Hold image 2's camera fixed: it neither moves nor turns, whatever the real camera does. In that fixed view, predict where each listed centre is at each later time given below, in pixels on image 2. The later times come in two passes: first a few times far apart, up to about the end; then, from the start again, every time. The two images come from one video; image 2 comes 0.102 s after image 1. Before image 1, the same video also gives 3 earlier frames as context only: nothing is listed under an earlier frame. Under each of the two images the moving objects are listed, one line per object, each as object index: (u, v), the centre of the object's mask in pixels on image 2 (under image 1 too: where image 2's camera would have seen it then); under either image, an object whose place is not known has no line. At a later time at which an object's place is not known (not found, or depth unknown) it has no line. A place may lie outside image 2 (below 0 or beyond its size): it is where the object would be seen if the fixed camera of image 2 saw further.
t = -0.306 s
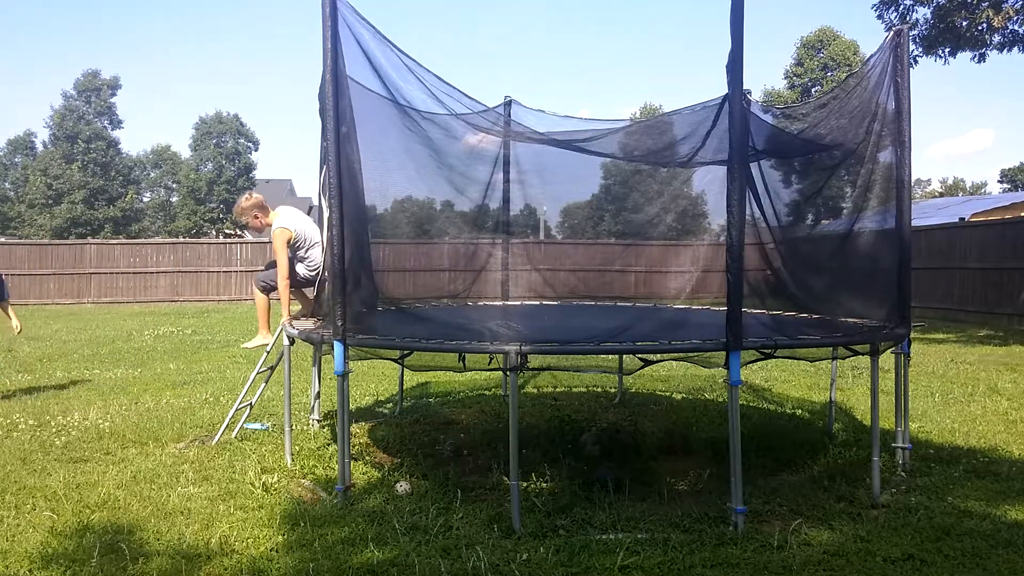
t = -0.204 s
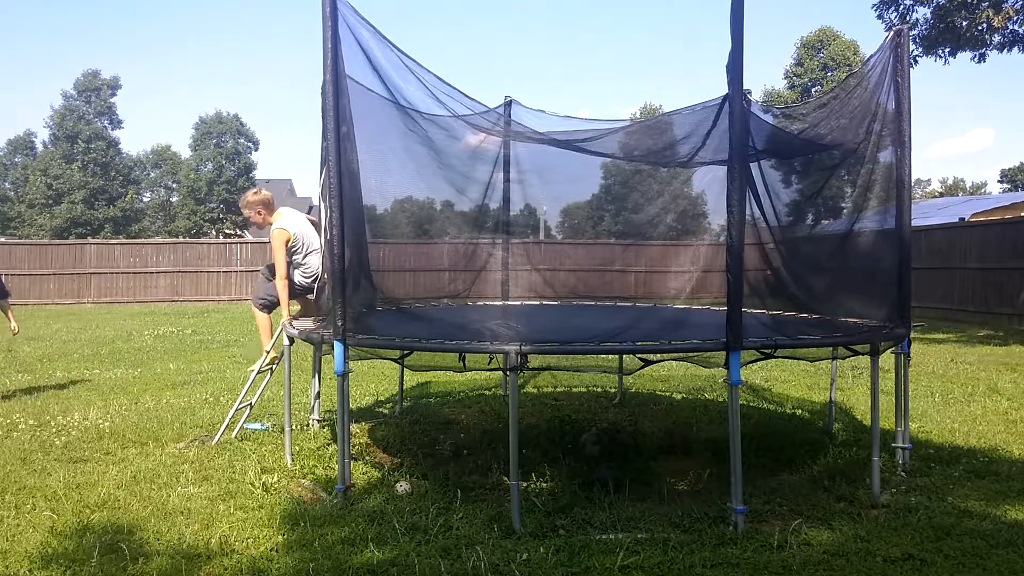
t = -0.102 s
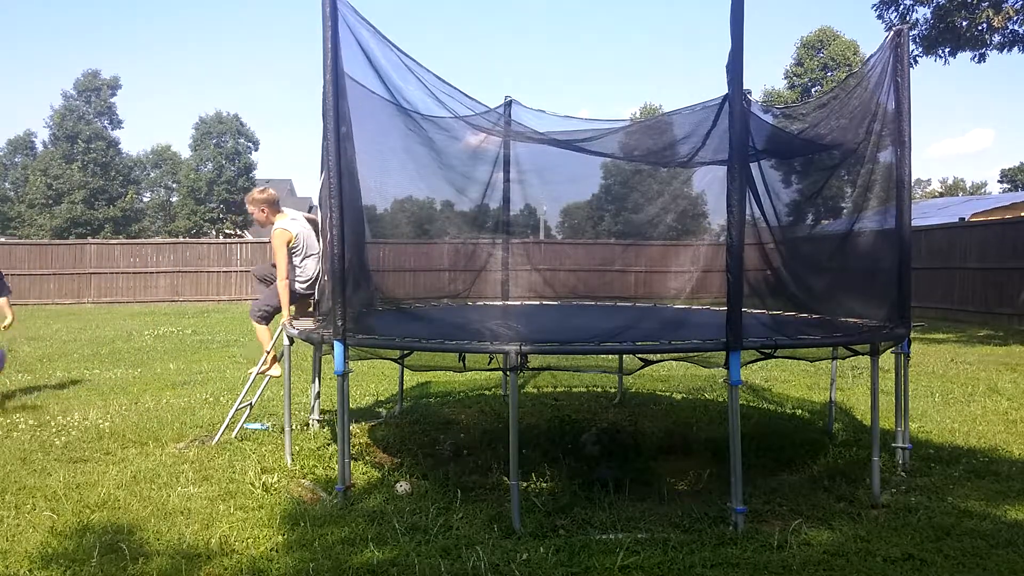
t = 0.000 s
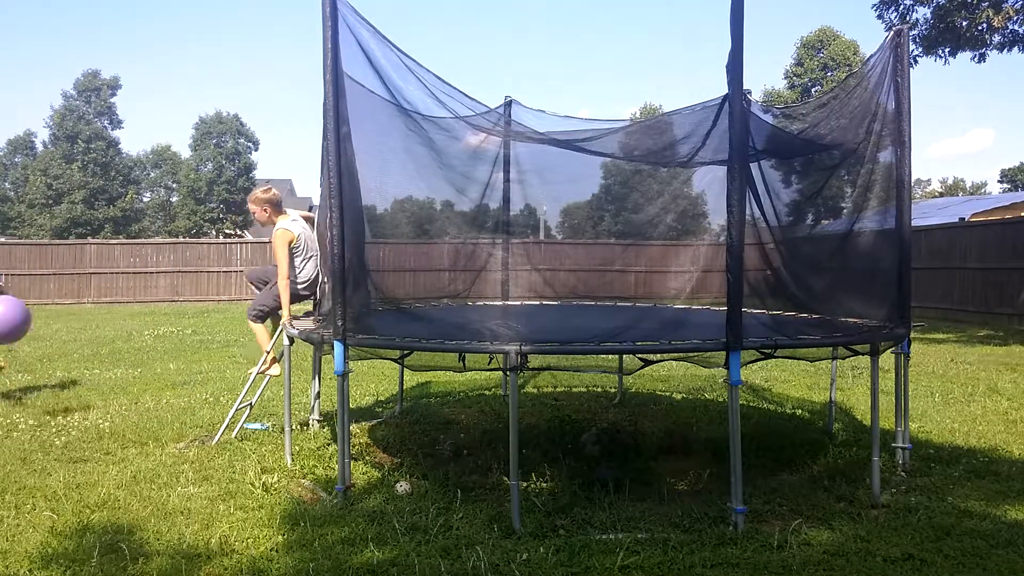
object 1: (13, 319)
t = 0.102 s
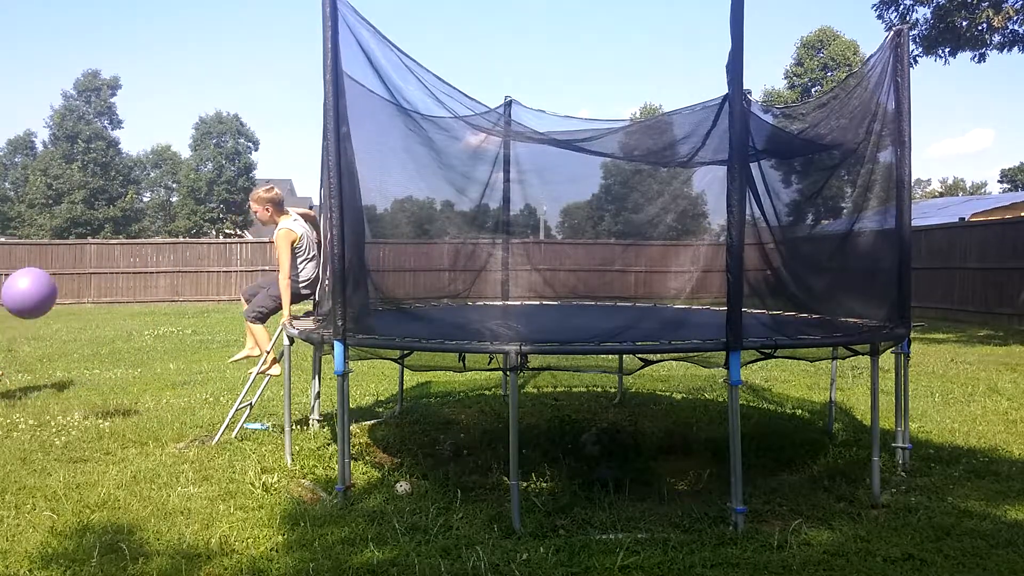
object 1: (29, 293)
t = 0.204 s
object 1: (54, 278)
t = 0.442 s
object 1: (117, 310)
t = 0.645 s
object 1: (180, 425)
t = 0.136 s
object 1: (37, 286)
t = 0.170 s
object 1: (46, 281)
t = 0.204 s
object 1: (54, 278)
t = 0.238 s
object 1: (62, 276)
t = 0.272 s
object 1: (71, 277)
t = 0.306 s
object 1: (79, 280)
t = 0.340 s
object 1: (88, 284)
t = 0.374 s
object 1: (98, 291)
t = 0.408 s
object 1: (108, 300)
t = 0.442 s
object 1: (117, 310)
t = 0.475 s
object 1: (127, 322)
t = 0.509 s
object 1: (137, 337)
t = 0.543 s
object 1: (147, 354)
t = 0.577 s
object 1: (157, 375)
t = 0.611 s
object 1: (169, 398)
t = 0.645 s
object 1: (180, 425)
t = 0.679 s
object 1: (192, 454)
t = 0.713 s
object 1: (205, 487)
